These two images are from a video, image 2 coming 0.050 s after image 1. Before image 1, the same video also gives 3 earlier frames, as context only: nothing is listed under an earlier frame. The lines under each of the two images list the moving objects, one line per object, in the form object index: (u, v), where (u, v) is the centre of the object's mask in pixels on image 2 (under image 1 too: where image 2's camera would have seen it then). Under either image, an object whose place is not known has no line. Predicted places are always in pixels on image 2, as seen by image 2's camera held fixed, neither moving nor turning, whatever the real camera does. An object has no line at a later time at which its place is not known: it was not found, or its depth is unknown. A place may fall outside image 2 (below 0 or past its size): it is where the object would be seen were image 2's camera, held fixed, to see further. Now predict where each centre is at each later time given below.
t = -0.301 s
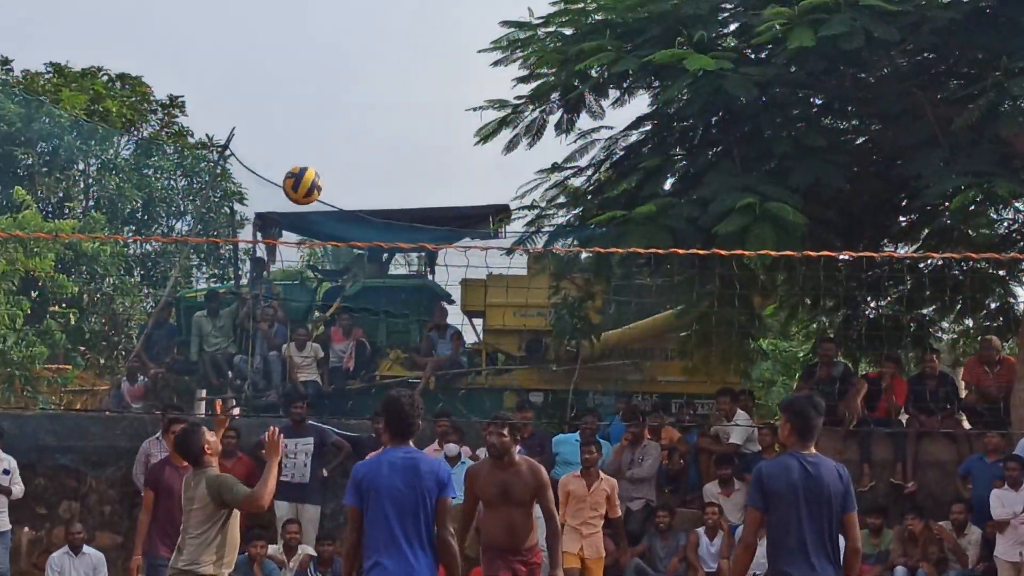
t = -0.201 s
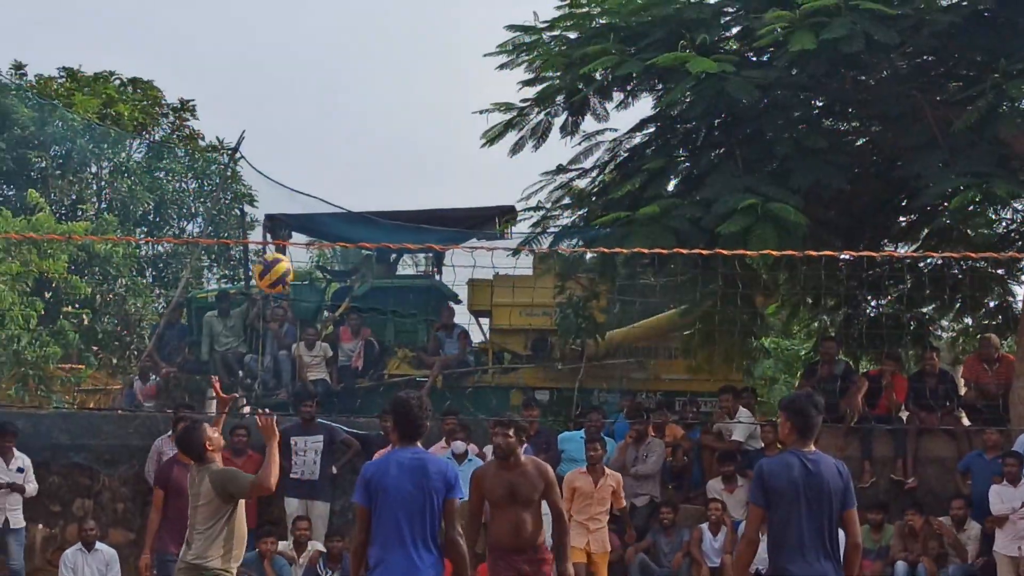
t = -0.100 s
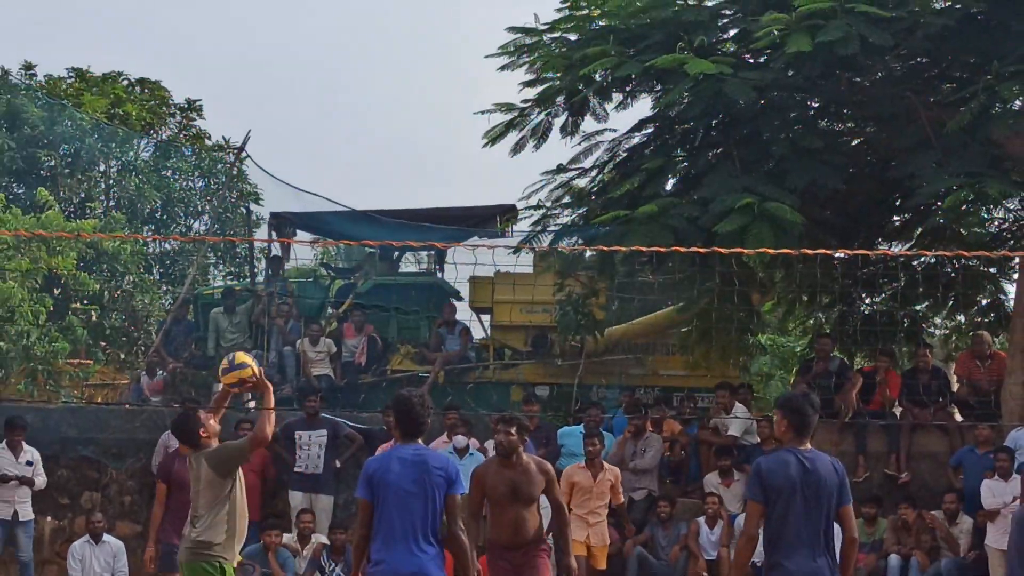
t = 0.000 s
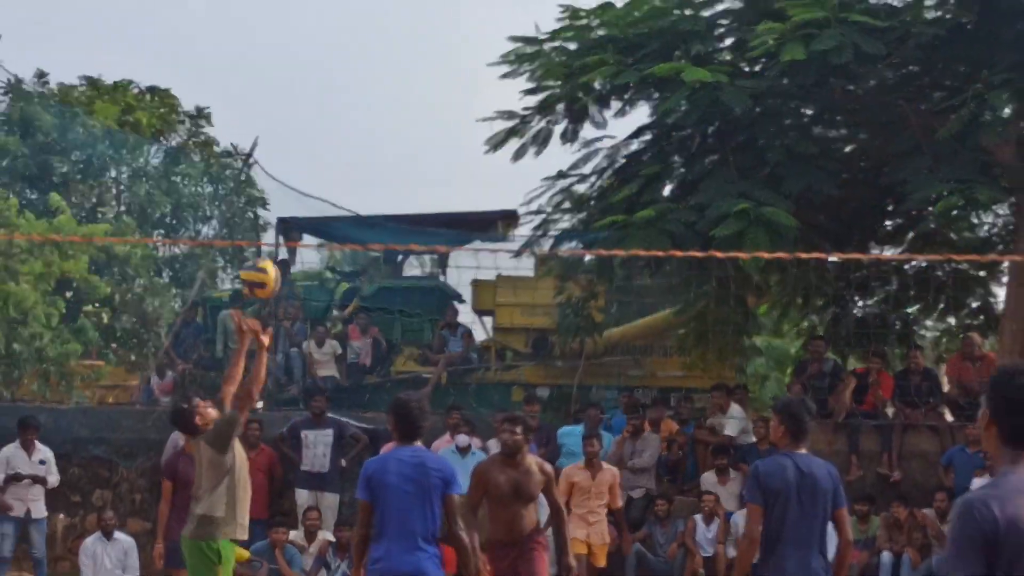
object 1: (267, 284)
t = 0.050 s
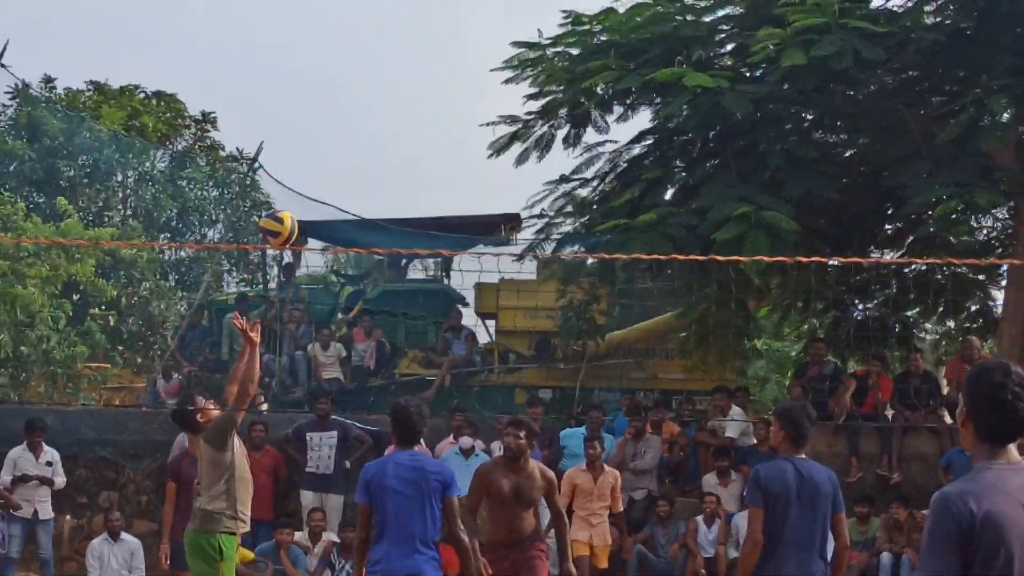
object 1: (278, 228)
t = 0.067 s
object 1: (282, 212)
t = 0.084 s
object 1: (286, 195)
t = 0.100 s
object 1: (290, 180)
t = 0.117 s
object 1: (295, 165)
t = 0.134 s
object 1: (299, 150)
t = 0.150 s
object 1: (303, 137)
